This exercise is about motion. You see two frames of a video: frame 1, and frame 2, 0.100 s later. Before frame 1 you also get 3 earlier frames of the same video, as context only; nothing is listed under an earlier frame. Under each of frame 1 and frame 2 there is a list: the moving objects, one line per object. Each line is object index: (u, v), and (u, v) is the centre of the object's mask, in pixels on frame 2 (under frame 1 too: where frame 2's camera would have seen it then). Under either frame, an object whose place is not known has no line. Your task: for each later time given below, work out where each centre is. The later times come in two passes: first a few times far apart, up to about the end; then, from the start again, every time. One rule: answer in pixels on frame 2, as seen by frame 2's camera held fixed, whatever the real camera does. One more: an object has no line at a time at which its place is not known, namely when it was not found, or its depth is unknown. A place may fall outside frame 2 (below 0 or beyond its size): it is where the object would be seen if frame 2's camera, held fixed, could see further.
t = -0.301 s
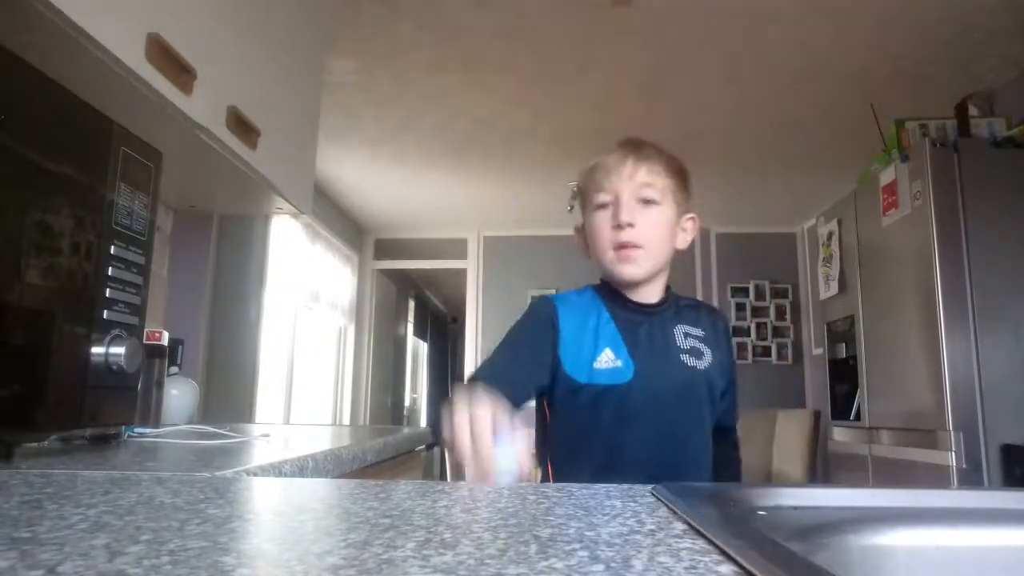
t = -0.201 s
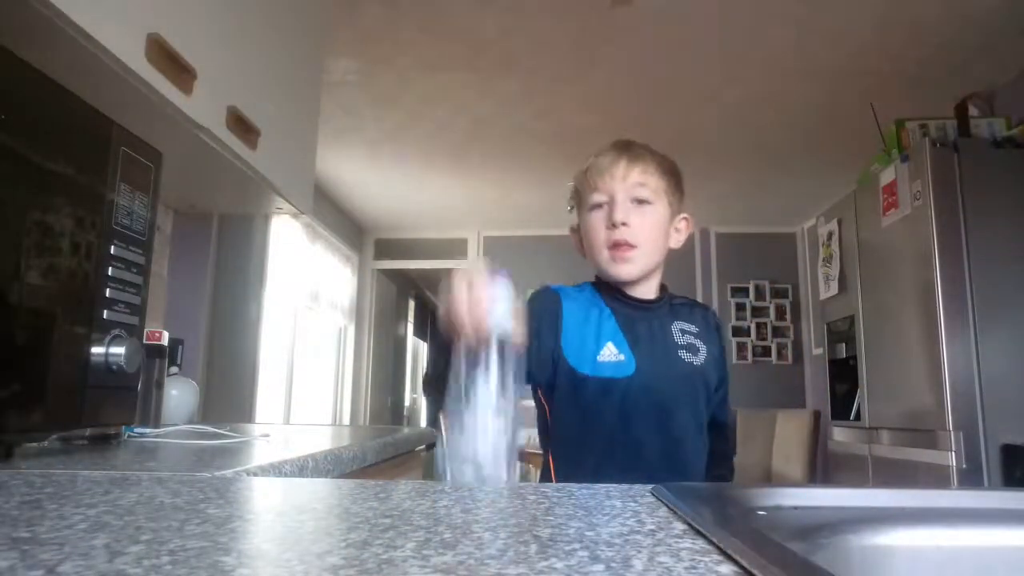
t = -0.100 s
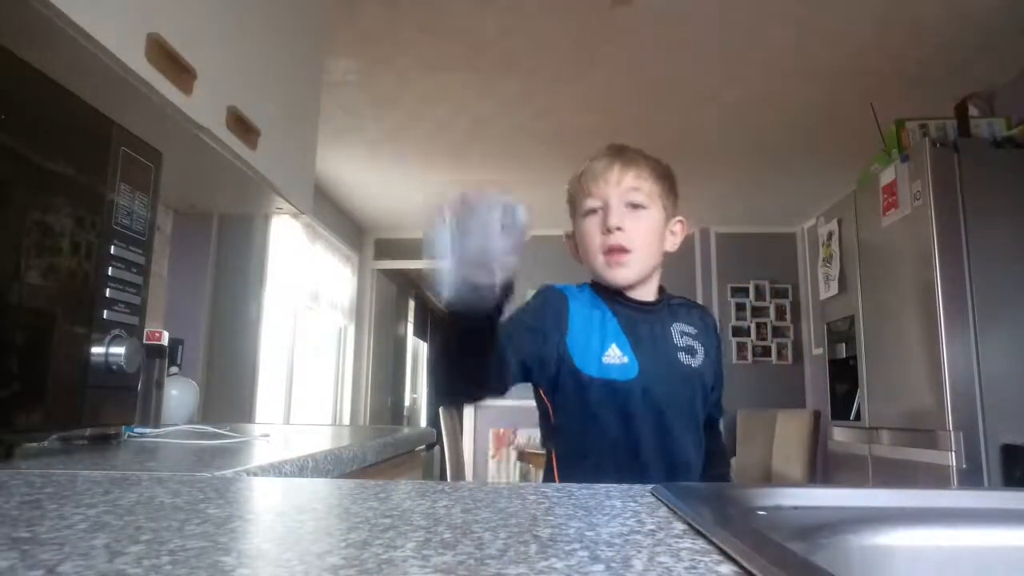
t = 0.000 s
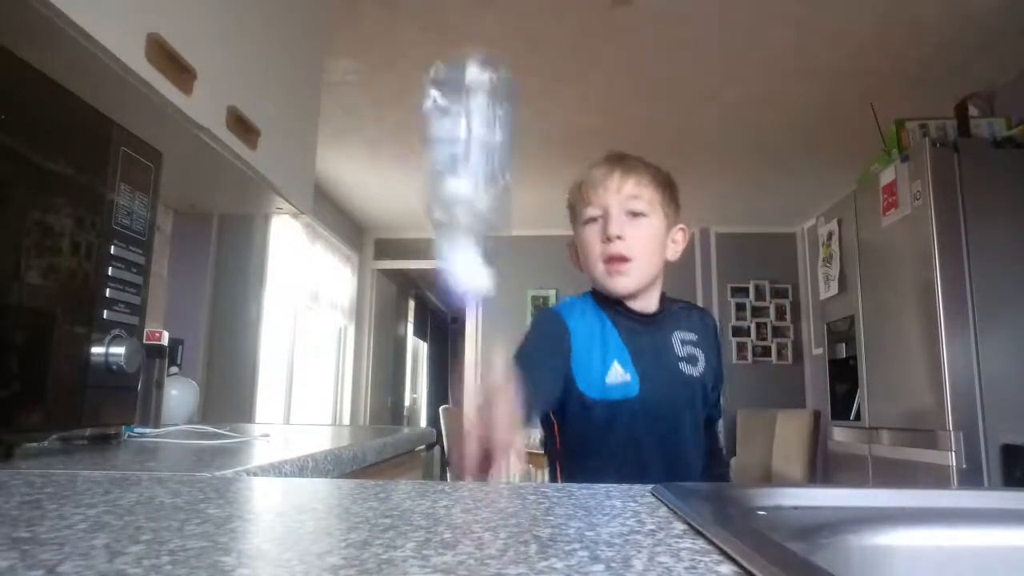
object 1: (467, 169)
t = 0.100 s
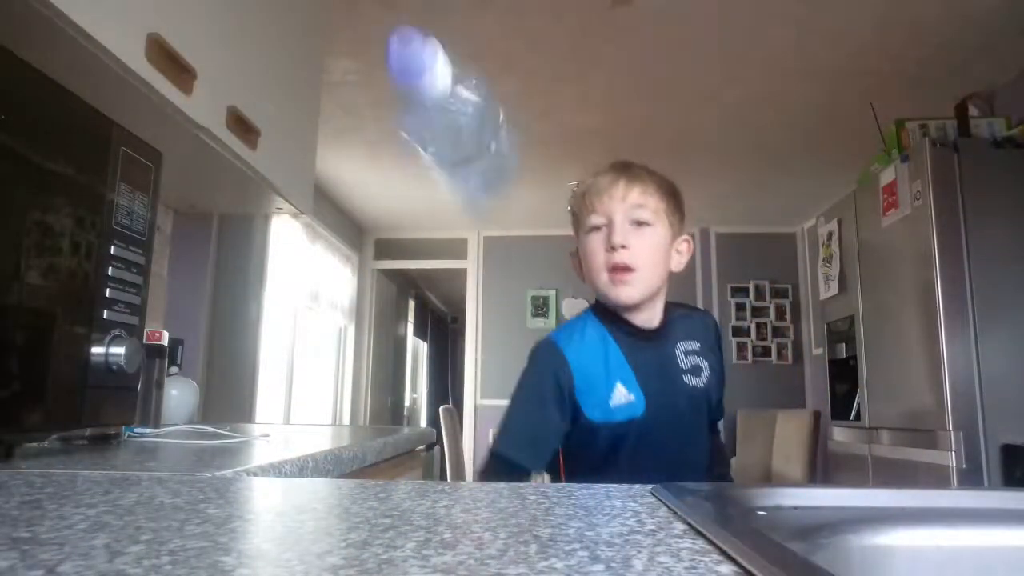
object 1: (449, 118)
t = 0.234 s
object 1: (443, 348)
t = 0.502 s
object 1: (377, 396)
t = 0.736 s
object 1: (328, 450)
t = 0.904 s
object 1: (323, 452)
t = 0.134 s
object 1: (449, 149)
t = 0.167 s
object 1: (449, 205)
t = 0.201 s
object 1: (448, 288)
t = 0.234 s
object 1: (443, 348)
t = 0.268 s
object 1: (442, 345)
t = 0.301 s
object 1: (442, 345)
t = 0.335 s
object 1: (438, 345)
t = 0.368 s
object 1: (431, 342)
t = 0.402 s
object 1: (423, 343)
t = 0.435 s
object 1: (411, 345)
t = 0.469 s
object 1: (397, 351)
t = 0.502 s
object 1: (377, 396)
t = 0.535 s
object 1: (342, 449)
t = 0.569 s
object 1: (338, 450)
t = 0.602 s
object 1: (335, 450)
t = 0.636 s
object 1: (335, 450)
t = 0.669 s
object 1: (331, 450)
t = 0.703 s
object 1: (330, 450)
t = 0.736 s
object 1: (328, 450)
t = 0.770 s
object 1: (328, 451)
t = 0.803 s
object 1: (327, 451)
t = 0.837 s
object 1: (326, 452)
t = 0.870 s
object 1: (324, 452)
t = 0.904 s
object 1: (323, 452)
